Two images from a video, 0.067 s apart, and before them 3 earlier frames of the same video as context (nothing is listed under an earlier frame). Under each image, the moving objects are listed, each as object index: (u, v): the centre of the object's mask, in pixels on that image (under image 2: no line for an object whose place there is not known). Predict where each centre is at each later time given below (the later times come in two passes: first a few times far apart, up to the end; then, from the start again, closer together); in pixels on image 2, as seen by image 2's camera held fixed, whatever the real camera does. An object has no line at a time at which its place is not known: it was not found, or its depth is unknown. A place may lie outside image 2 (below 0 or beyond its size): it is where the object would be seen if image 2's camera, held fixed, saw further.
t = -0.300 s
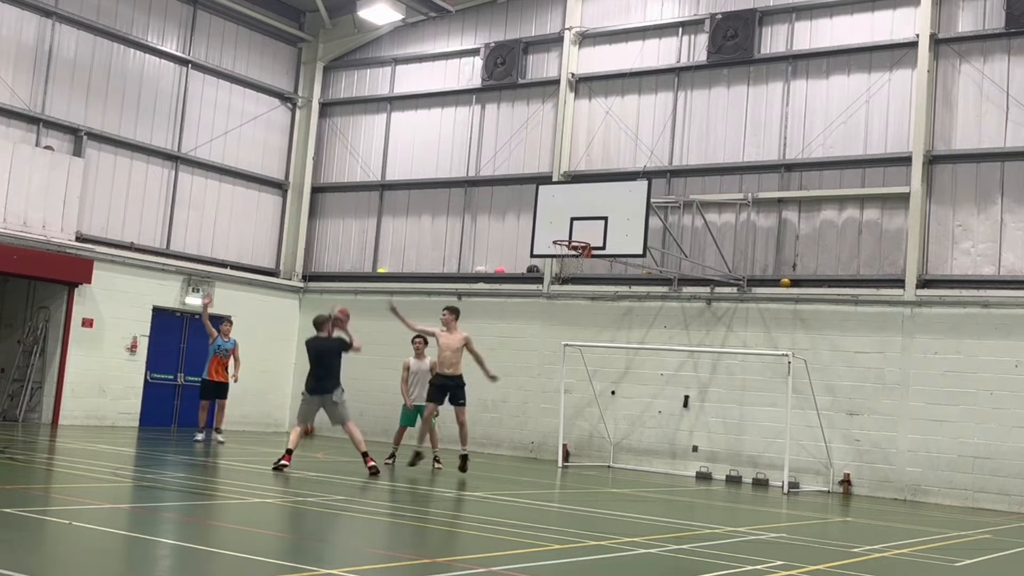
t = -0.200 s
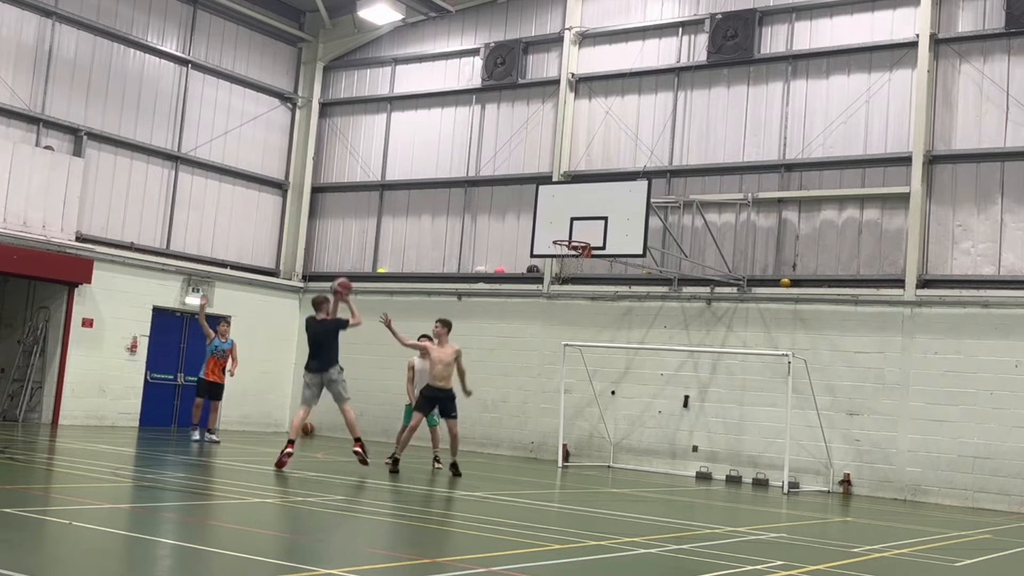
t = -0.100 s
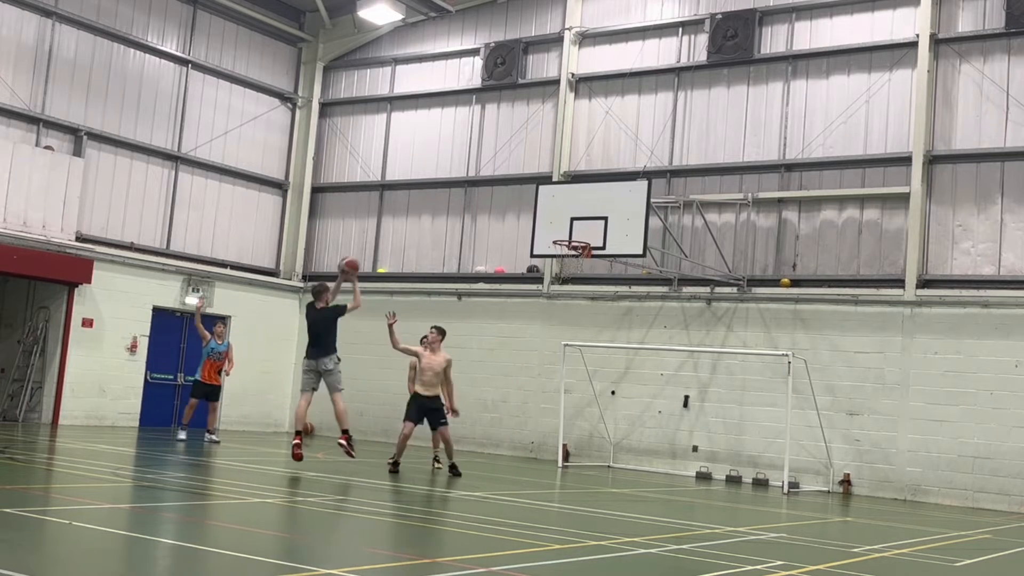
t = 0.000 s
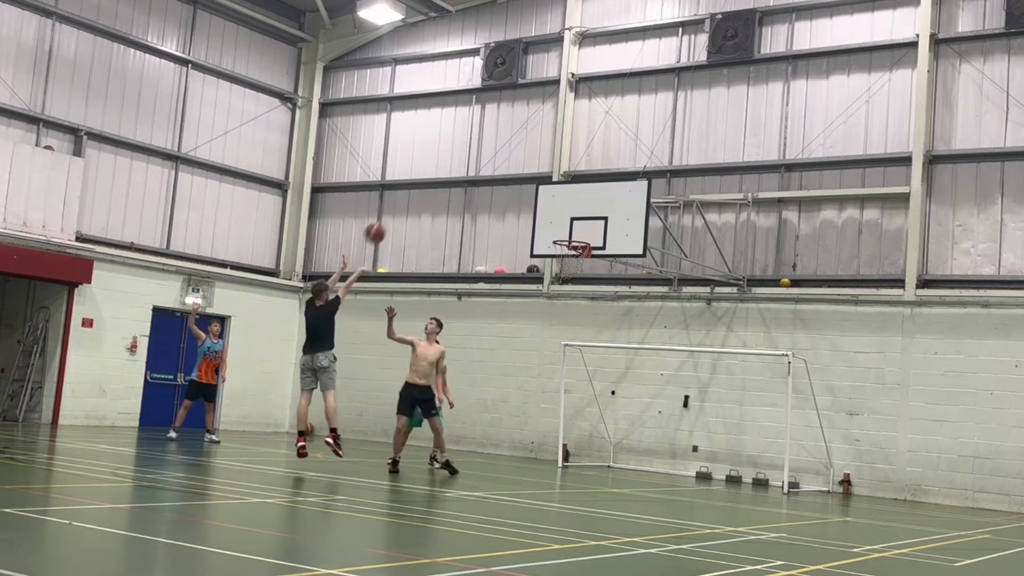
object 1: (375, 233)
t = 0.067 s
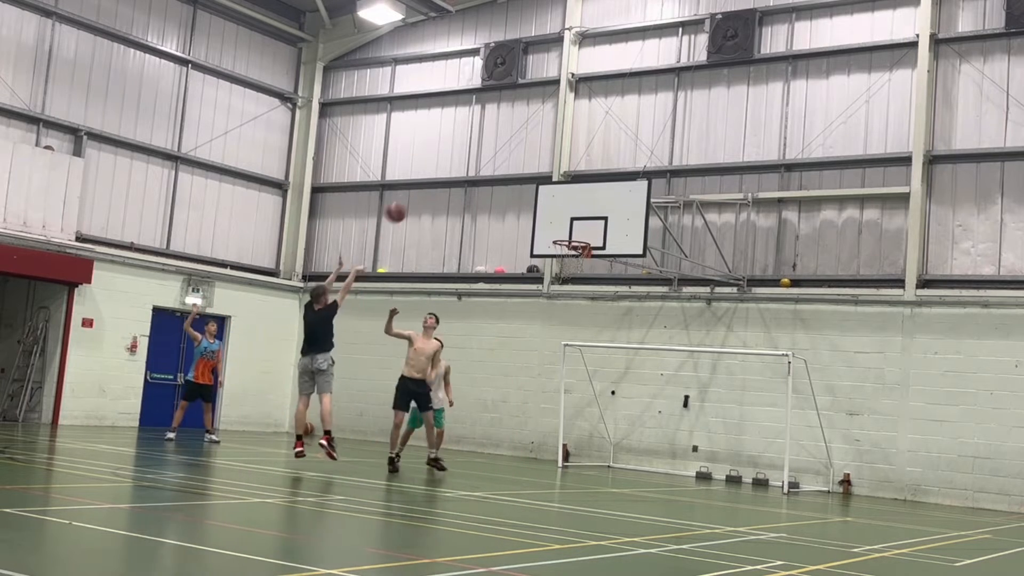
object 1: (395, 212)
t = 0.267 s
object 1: (453, 174)
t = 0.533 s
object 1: (519, 175)
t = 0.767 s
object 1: (570, 220)
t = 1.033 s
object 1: (592, 223)
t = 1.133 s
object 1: (591, 224)
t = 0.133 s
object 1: (416, 196)
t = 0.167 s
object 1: (425, 190)
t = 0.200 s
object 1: (434, 184)
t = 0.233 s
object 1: (444, 178)
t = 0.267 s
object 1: (453, 174)
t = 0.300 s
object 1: (462, 172)
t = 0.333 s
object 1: (470, 170)
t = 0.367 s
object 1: (479, 169)
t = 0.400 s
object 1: (488, 168)
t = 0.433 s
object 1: (496, 169)
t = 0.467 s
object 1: (504, 170)
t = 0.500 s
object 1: (512, 172)
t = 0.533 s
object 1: (519, 175)
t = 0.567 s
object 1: (528, 180)
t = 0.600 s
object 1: (535, 184)
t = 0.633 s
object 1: (542, 190)
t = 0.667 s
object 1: (549, 196)
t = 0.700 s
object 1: (556, 203)
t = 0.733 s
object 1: (563, 211)
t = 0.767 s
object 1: (570, 220)
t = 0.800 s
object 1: (577, 229)
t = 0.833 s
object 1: (581, 232)
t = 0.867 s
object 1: (583, 228)
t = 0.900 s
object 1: (585, 226)
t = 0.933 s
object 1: (586, 224)
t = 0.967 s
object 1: (588, 223)
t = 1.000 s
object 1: (590, 222)
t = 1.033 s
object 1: (592, 223)
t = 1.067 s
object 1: (593, 225)
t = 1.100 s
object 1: (593, 225)
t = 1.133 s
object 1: (591, 224)
